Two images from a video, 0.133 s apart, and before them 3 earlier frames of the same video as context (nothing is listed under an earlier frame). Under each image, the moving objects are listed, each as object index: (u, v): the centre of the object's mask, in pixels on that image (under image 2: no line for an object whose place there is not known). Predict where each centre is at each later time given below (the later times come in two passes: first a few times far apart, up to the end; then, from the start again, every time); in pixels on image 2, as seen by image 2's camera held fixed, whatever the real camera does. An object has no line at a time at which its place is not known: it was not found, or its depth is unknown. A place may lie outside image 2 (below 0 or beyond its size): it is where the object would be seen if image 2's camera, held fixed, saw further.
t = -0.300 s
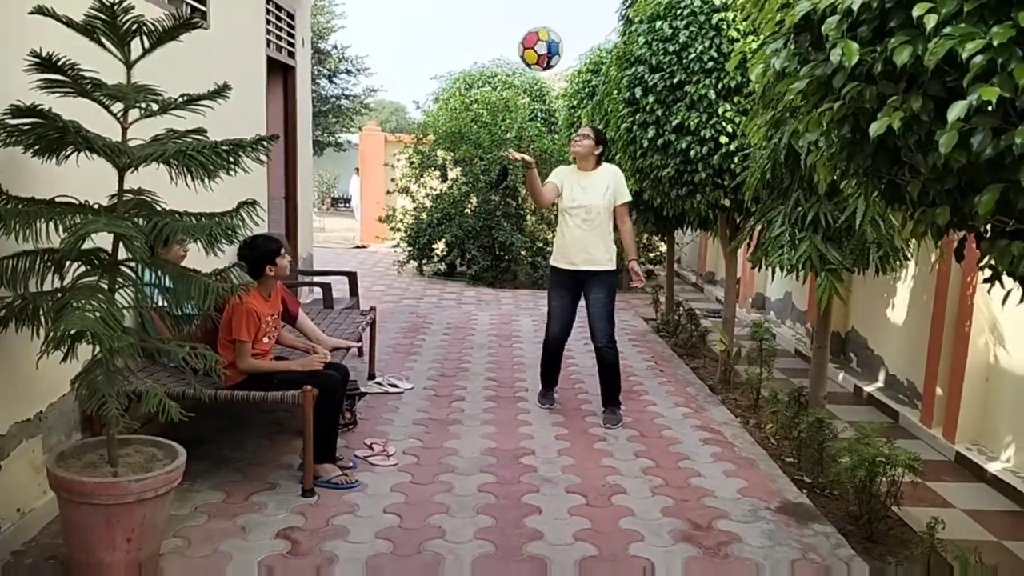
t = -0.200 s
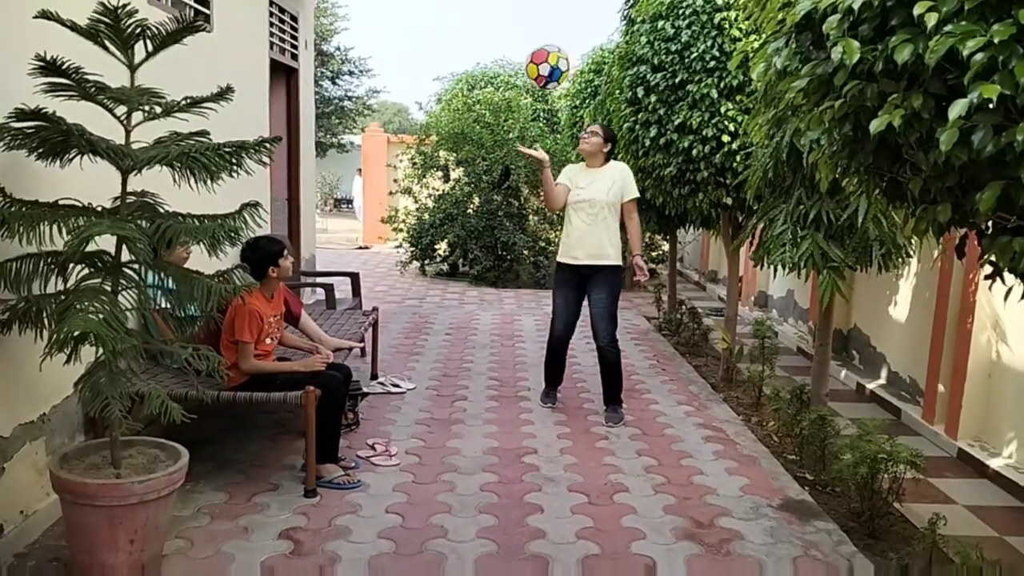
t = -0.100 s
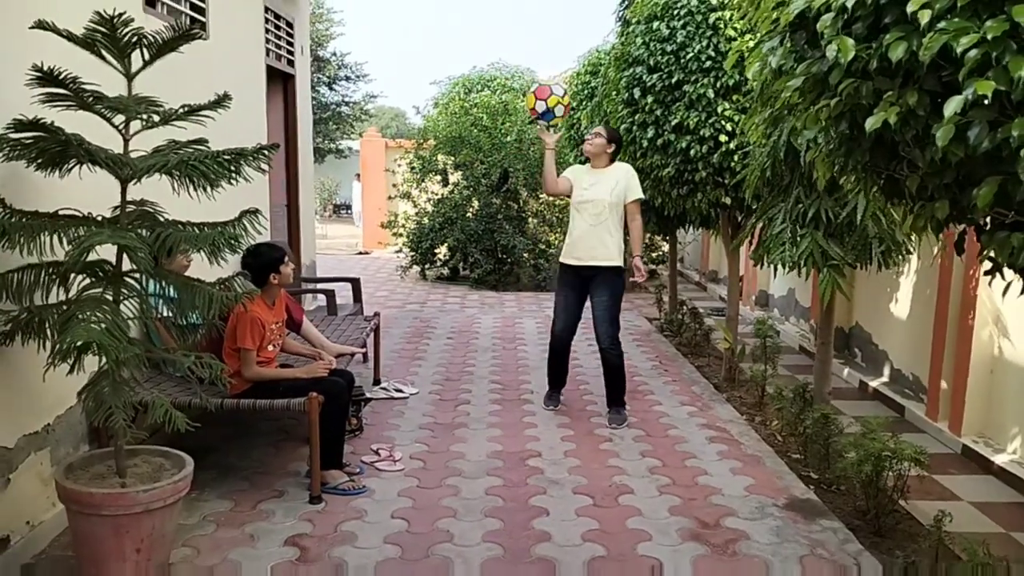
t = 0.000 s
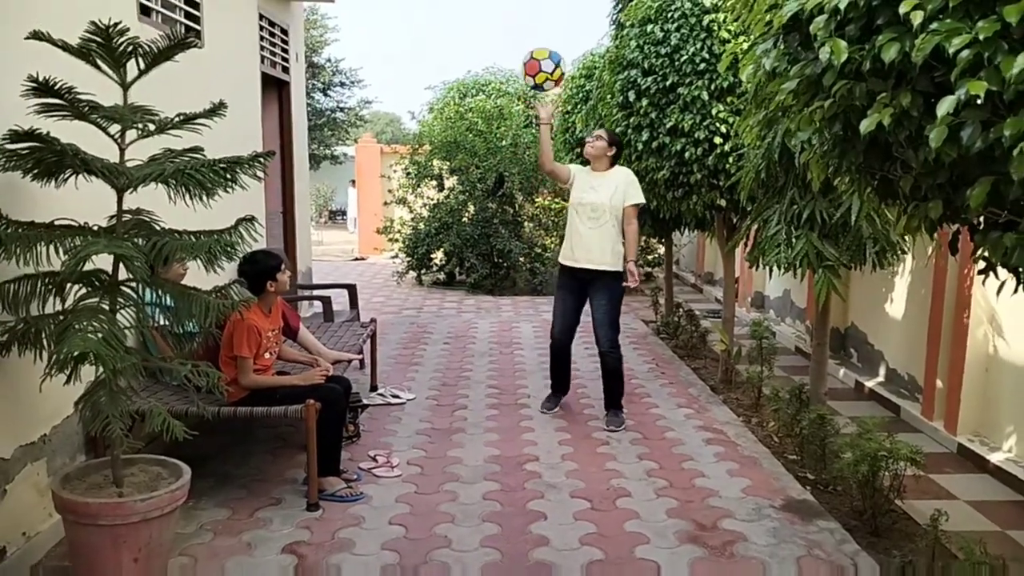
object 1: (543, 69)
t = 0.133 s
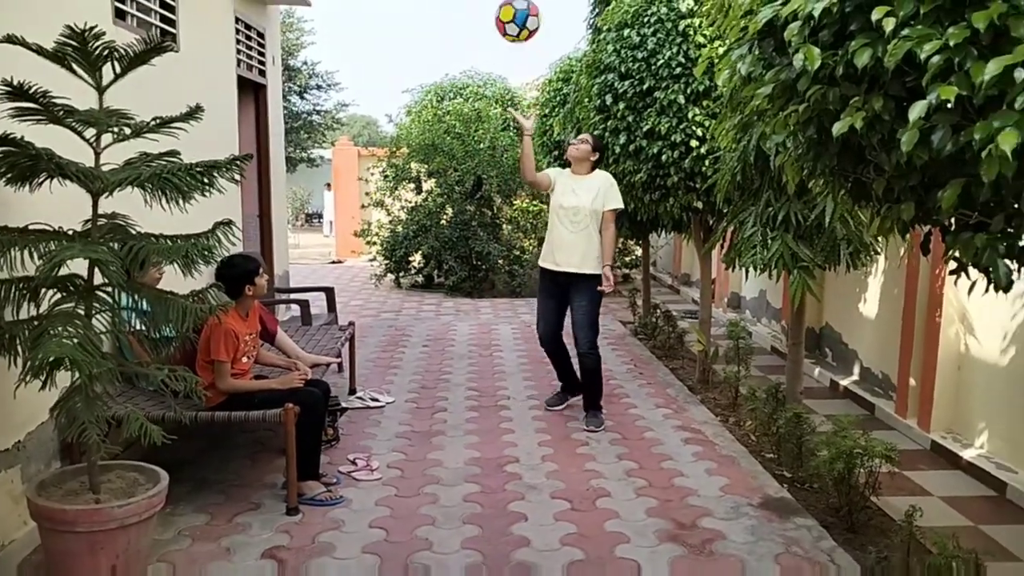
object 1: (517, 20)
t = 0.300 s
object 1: (514, 7)
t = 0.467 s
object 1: (513, 18)
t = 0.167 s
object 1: (517, 14)
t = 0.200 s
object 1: (515, 11)
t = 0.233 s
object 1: (513, 8)
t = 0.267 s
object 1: (514, 6)
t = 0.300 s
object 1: (514, 7)
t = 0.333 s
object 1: (515, 8)
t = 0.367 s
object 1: (514, 9)
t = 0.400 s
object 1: (513, 11)
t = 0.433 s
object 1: (513, 14)
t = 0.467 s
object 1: (513, 18)
